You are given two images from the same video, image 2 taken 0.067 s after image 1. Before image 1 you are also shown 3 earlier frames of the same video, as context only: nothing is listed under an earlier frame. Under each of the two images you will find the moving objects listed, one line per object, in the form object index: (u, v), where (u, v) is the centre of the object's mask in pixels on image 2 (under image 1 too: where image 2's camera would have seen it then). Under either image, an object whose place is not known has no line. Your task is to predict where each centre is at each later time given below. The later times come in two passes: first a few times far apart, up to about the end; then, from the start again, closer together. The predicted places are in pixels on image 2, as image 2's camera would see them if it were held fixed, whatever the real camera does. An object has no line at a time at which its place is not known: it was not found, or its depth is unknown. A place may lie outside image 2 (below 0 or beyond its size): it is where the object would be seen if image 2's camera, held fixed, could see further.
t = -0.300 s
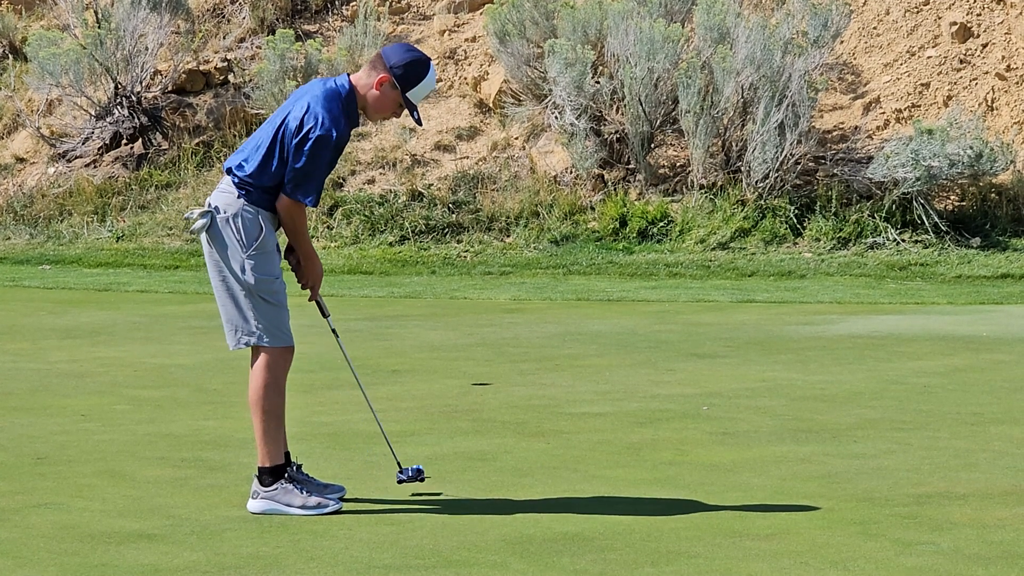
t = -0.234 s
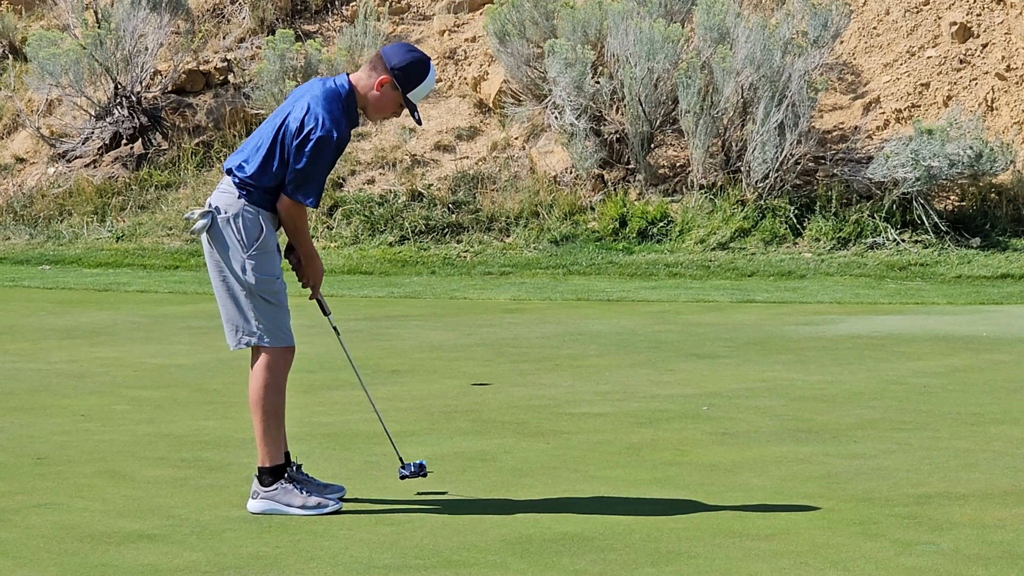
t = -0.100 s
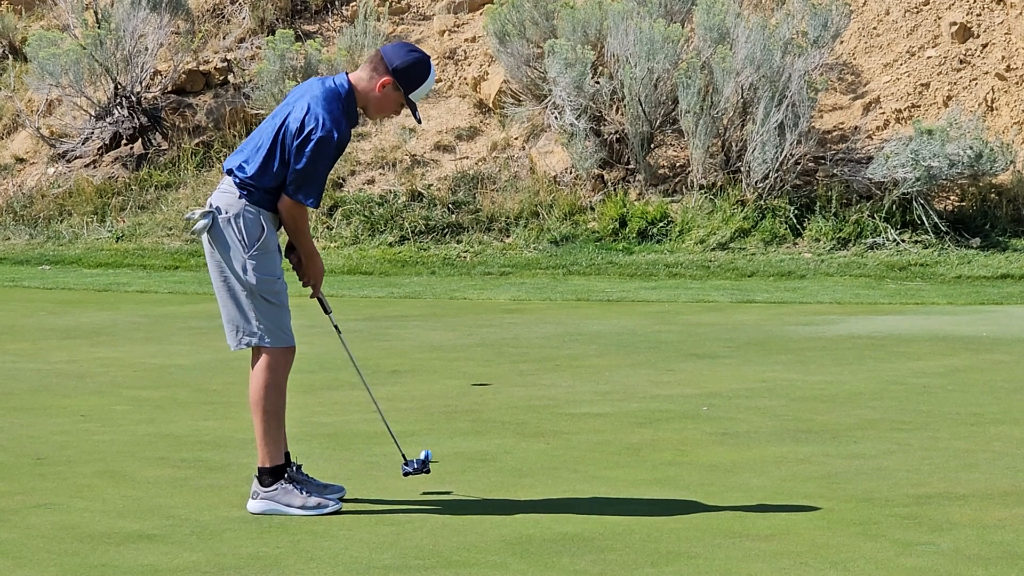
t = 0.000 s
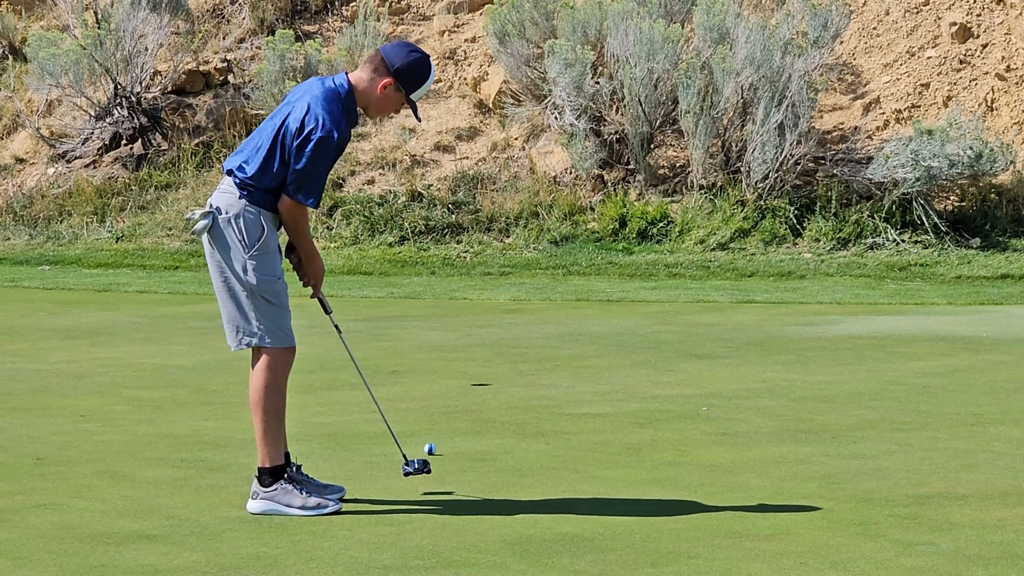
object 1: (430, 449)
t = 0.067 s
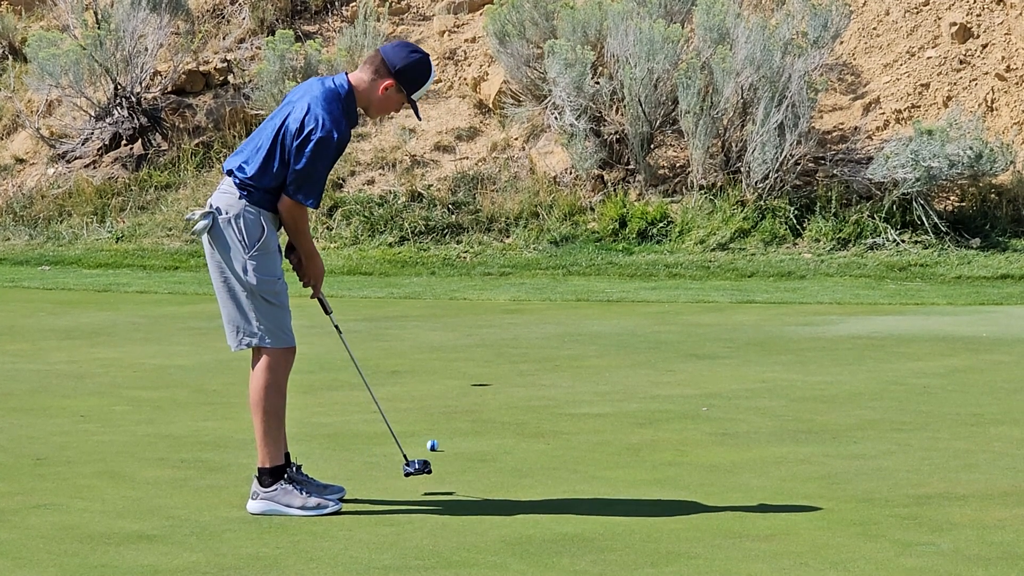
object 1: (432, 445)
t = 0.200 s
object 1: (437, 437)
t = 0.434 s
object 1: (444, 425)
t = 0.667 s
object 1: (449, 415)
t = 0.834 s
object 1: (453, 408)
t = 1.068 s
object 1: (458, 399)
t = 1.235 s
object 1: (460, 394)
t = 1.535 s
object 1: (462, 386)
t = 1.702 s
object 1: (463, 383)
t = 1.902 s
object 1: (462, 379)
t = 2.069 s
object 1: (461, 377)
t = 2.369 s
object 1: (459, 373)
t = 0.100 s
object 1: (434, 443)
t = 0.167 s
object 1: (436, 439)
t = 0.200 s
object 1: (437, 437)
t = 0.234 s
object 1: (438, 435)
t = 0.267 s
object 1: (439, 433)
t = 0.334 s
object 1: (441, 430)
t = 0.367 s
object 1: (442, 428)
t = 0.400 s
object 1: (443, 427)
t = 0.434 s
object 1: (444, 425)
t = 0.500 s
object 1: (446, 422)
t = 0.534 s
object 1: (446, 420)
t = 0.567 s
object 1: (447, 419)
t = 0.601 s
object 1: (448, 417)
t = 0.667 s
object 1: (449, 415)
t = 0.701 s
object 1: (450, 413)
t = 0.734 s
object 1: (450, 412)
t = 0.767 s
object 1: (451, 411)
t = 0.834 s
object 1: (453, 408)
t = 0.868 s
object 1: (454, 407)
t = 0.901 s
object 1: (454, 405)
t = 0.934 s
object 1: (455, 404)
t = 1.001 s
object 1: (456, 402)
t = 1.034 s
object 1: (457, 400)
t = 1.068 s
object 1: (458, 399)
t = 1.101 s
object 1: (458, 398)
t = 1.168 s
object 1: (459, 396)
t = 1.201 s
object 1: (459, 395)
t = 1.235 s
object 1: (460, 394)
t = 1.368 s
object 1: (461, 390)
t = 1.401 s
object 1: (462, 389)
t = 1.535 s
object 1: (462, 386)
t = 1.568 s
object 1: (462, 386)
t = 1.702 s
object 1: (463, 383)
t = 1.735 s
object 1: (463, 382)
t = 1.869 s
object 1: (462, 380)
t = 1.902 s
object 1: (462, 379)
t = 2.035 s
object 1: (462, 377)
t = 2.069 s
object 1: (461, 377)
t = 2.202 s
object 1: (461, 375)
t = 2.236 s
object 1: (460, 374)
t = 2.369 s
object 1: (459, 373)
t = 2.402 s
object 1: (459, 373)
